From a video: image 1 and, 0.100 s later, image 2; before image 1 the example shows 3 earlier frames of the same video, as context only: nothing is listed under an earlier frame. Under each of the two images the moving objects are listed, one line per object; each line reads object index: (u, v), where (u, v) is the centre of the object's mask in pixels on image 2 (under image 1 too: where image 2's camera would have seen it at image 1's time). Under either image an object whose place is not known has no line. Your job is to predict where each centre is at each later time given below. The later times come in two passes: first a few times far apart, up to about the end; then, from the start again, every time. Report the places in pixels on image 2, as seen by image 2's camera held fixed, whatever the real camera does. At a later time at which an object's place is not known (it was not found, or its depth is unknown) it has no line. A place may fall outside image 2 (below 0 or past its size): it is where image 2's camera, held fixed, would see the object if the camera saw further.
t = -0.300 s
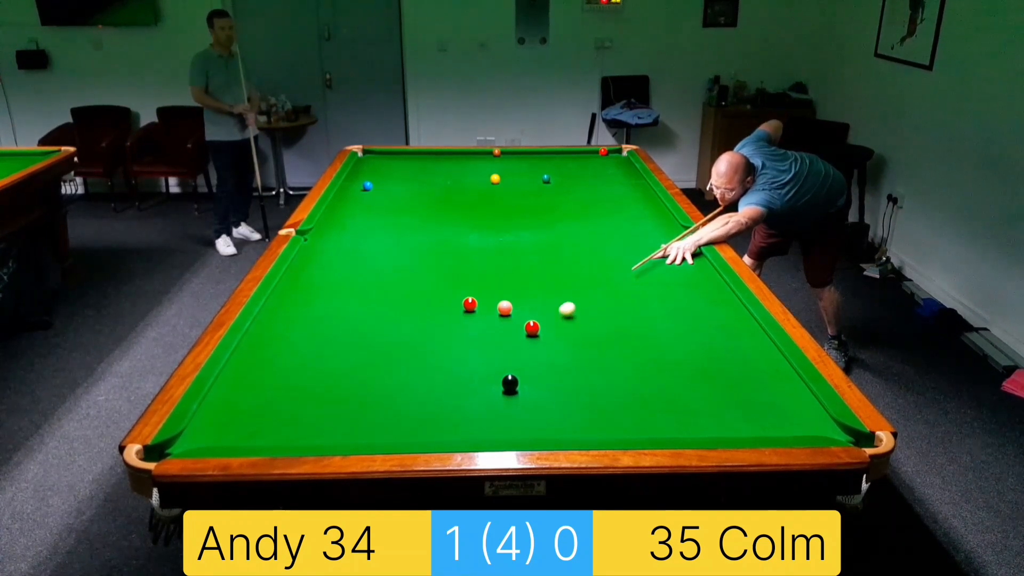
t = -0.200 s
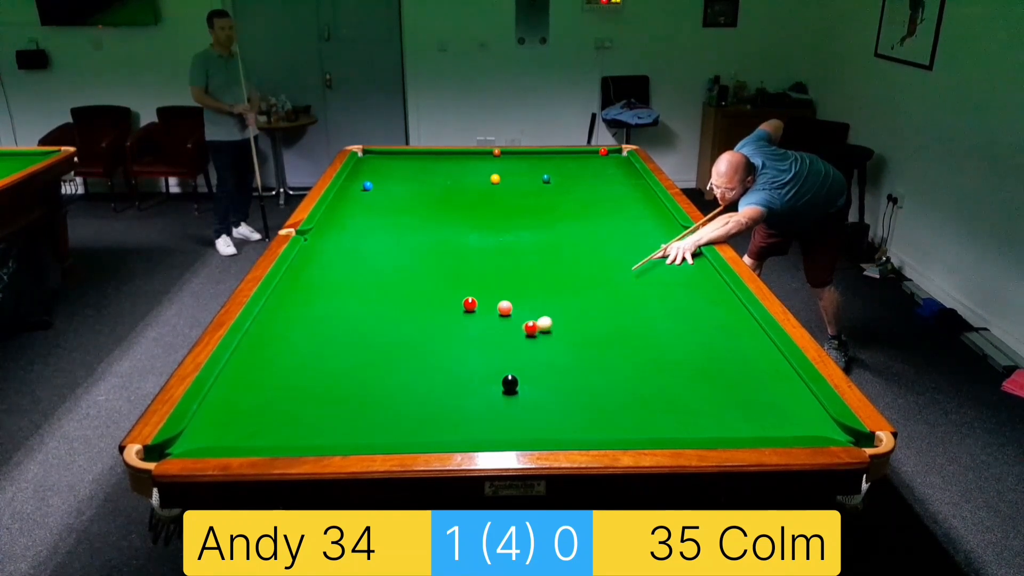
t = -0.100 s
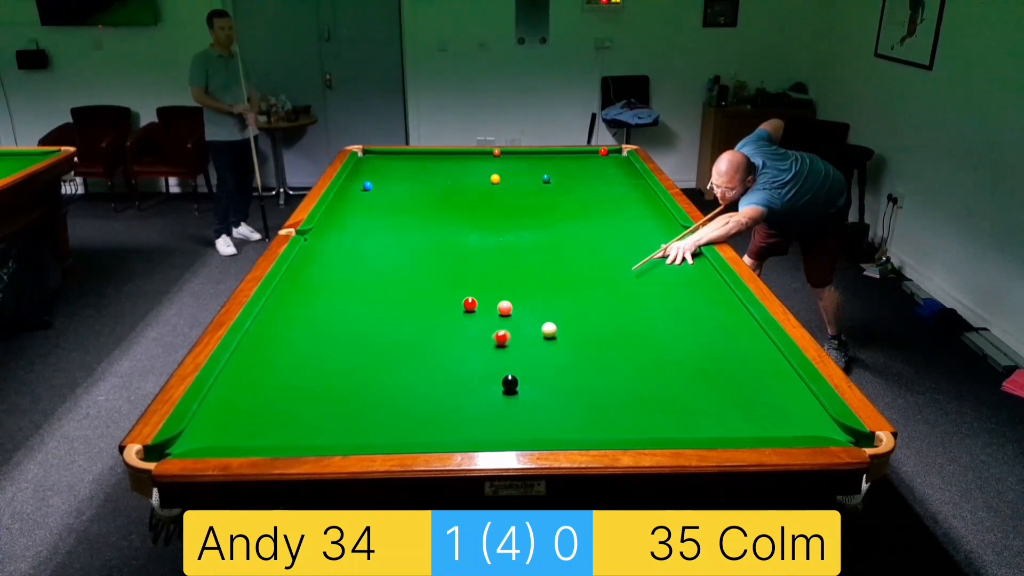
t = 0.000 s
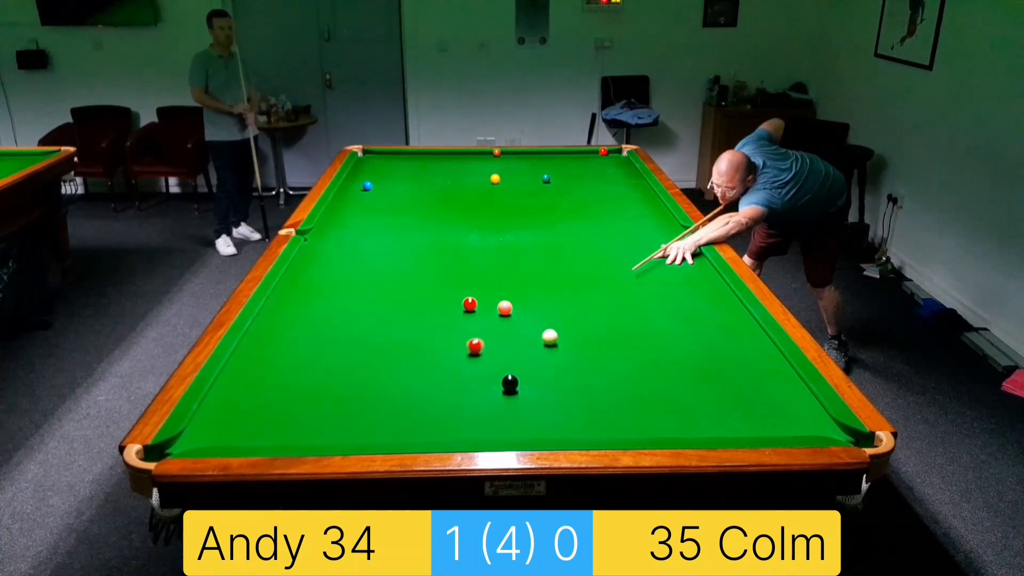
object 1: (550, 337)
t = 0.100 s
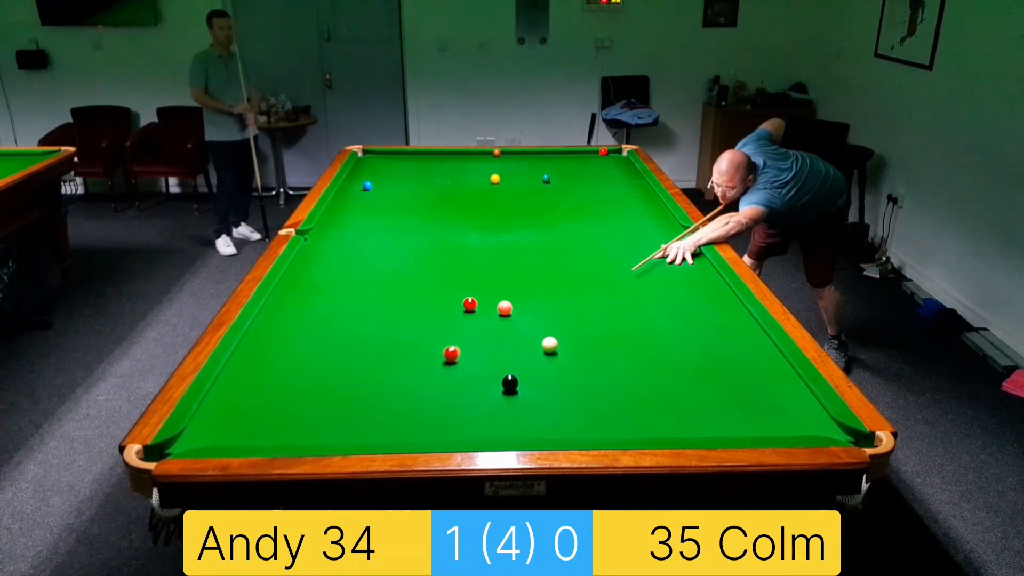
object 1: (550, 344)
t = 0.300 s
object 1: (549, 361)
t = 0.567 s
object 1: (549, 383)
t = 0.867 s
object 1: (549, 411)
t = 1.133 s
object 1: (548, 432)
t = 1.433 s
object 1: (542, 416)
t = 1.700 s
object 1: (538, 401)
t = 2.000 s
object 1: (534, 387)
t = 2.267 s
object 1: (531, 376)
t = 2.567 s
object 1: (528, 365)
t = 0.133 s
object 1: (549, 347)
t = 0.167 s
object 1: (549, 350)
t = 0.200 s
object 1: (549, 352)
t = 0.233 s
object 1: (549, 355)
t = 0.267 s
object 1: (549, 358)
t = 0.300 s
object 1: (549, 361)
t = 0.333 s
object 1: (549, 363)
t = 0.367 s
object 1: (549, 366)
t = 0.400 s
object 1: (549, 369)
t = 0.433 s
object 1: (549, 372)
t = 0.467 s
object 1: (549, 374)
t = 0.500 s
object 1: (549, 377)
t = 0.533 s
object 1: (549, 380)
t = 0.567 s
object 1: (549, 383)
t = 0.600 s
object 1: (549, 386)
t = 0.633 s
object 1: (549, 389)
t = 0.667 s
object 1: (549, 392)
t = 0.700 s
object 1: (549, 395)
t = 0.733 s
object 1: (549, 398)
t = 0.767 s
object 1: (549, 401)
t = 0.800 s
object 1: (549, 404)
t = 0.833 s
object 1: (549, 408)
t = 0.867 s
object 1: (549, 411)
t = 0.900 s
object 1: (548, 414)
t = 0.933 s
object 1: (548, 417)
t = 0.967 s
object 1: (548, 420)
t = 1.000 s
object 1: (548, 423)
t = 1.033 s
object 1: (548, 427)
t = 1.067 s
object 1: (548, 429)
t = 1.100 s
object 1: (548, 431)
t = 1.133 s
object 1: (548, 432)
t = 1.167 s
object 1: (547, 430)
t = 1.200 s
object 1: (547, 429)
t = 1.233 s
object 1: (546, 428)
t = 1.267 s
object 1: (545, 427)
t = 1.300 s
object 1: (545, 424)
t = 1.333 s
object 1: (544, 422)
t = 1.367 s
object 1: (543, 420)
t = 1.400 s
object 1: (543, 418)
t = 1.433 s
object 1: (542, 416)
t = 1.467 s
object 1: (542, 414)
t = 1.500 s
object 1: (541, 412)
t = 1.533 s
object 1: (540, 410)
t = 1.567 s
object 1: (540, 408)
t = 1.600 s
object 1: (539, 406)
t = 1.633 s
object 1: (539, 404)
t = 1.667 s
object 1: (538, 403)
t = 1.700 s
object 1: (538, 401)
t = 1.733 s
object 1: (537, 399)
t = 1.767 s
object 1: (537, 398)
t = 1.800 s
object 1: (536, 396)
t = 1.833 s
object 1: (536, 394)
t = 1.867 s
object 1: (535, 393)
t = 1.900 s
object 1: (535, 391)
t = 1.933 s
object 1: (535, 390)
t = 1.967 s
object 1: (534, 388)
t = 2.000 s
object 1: (534, 387)
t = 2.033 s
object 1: (533, 385)
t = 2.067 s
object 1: (533, 384)
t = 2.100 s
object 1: (533, 383)
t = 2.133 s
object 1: (532, 381)
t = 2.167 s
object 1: (532, 380)
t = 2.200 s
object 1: (532, 379)
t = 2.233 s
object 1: (531, 377)
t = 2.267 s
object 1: (531, 376)
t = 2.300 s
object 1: (530, 375)
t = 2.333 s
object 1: (530, 373)
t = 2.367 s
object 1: (530, 372)
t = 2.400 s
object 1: (529, 371)
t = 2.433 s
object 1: (529, 370)
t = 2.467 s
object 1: (529, 369)
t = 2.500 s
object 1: (528, 368)
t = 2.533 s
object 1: (528, 367)
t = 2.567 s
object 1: (528, 365)
